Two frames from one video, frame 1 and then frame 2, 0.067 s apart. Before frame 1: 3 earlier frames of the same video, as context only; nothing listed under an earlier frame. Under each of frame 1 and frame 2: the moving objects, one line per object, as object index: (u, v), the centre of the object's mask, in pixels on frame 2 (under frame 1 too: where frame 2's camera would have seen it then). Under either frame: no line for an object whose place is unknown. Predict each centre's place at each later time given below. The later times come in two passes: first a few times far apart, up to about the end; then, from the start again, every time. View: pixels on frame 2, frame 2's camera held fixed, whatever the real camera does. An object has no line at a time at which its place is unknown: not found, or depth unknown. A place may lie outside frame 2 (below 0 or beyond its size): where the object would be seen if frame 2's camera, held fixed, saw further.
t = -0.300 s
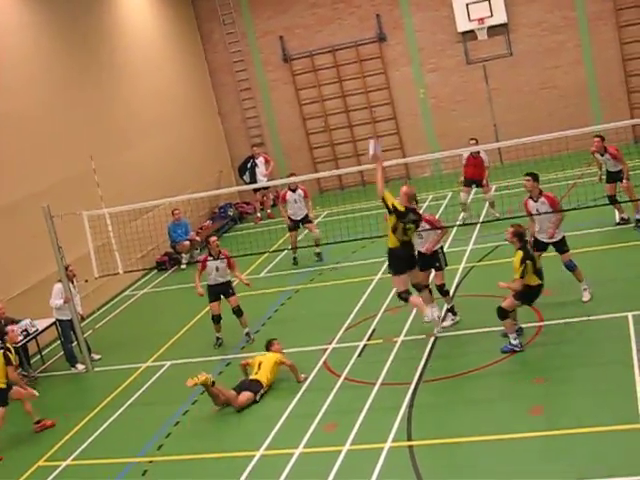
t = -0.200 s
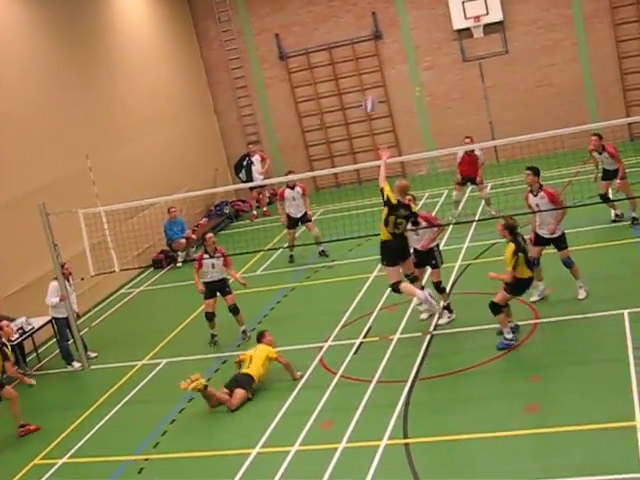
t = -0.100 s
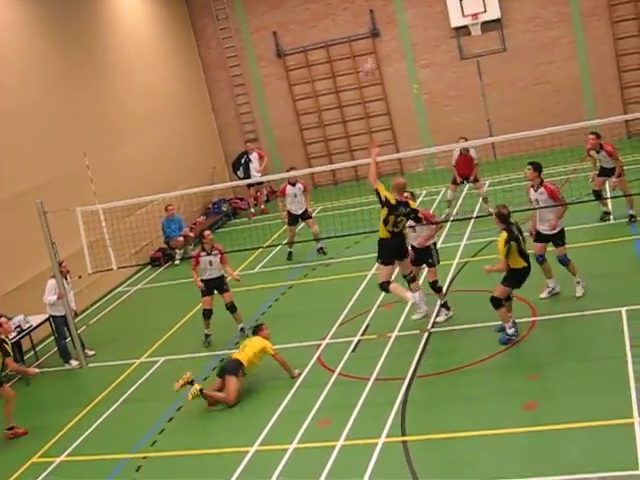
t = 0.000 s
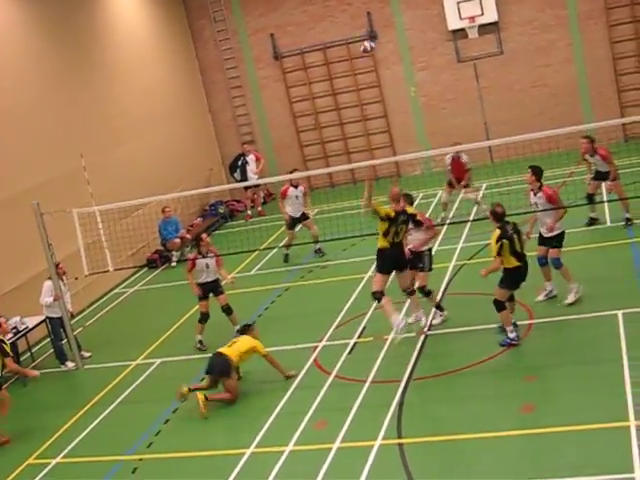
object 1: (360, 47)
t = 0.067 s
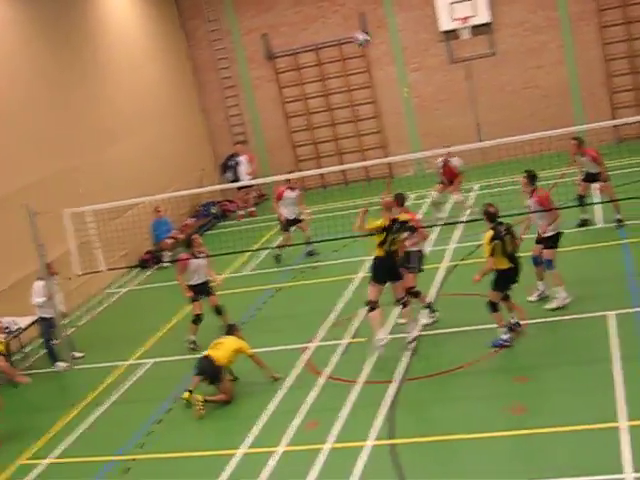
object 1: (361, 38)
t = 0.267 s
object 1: (365, 30)
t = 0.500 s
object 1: (374, 41)
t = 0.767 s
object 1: (390, 80)
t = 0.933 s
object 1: (399, 116)
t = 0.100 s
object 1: (362, 35)
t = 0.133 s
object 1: (362, 33)
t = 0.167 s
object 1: (363, 32)
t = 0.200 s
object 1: (363, 31)
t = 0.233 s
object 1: (364, 30)
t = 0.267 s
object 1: (365, 30)
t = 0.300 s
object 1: (364, 31)
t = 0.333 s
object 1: (365, 32)
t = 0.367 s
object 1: (367, 32)
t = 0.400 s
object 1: (369, 33)
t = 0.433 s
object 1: (370, 35)
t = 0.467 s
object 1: (372, 37)
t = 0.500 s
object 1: (374, 41)
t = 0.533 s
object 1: (375, 44)
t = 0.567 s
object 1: (379, 49)
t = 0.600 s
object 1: (380, 54)
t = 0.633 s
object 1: (381, 59)
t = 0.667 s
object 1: (383, 63)
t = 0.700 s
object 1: (385, 69)
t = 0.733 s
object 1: (387, 75)
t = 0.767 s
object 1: (390, 80)
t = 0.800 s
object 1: (391, 88)
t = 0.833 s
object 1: (393, 95)
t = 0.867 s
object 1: (395, 102)
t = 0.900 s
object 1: (397, 108)
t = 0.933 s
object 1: (399, 116)
